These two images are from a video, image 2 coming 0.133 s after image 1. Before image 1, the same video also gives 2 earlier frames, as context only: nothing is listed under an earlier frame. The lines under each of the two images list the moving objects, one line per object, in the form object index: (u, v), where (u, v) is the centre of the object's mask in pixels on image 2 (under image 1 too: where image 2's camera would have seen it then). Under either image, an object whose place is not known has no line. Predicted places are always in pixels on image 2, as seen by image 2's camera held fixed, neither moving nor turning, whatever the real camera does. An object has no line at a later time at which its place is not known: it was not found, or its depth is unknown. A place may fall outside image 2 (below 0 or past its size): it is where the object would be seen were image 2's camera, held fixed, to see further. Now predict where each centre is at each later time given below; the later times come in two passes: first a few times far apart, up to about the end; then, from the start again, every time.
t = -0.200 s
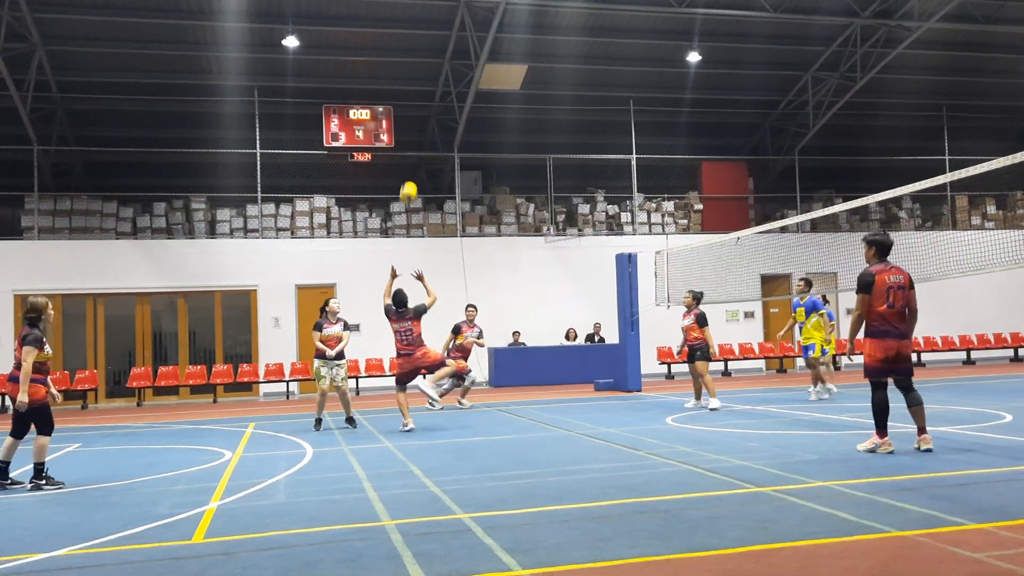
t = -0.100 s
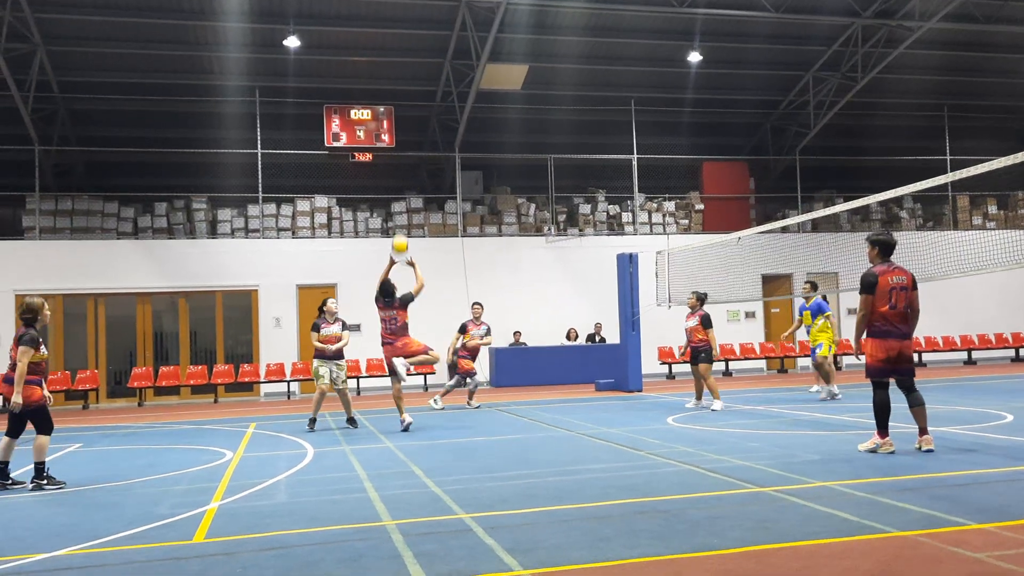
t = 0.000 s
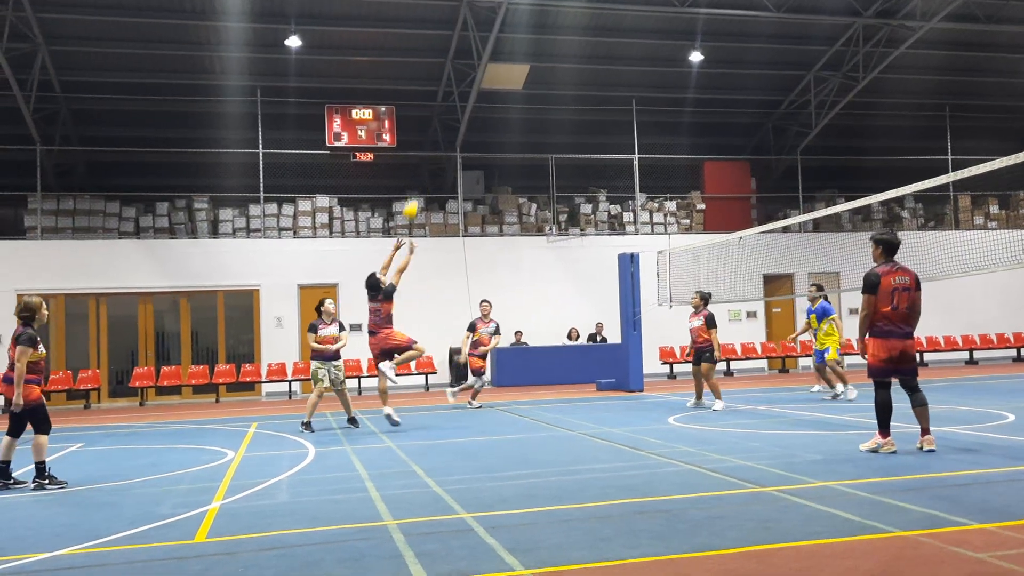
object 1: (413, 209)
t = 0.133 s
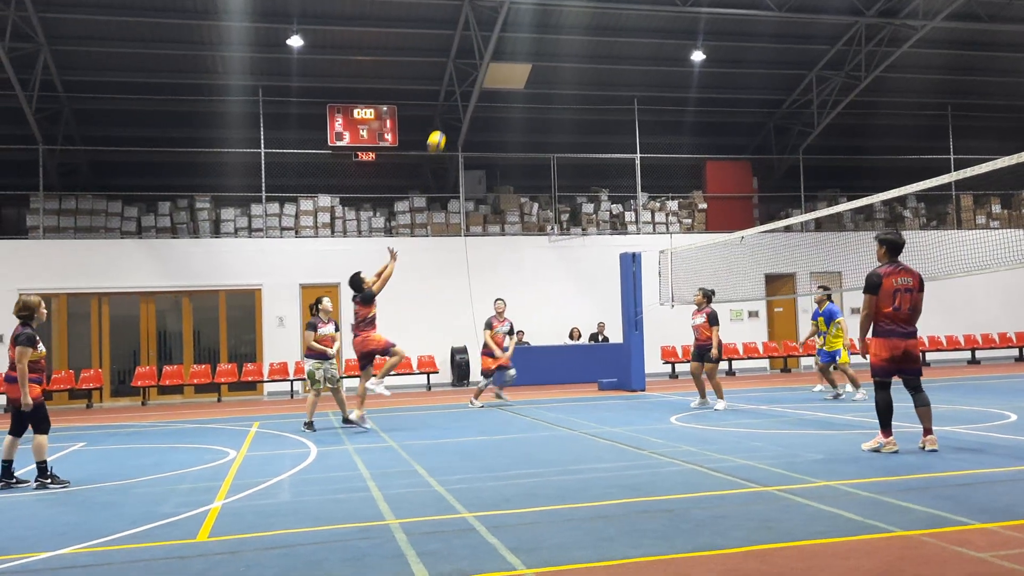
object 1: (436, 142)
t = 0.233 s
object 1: (453, 102)
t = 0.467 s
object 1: (491, 44)
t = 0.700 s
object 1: (529, 30)
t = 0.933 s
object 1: (564, 55)
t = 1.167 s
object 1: (599, 117)
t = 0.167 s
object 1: (442, 128)
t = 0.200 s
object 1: (447, 114)
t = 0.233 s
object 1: (453, 102)
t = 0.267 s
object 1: (459, 91)
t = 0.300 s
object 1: (464, 81)
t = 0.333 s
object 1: (470, 71)
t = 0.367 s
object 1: (475, 62)
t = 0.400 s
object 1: (480, 55)
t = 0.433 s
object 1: (486, 49)
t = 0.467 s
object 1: (491, 44)
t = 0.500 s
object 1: (497, 40)
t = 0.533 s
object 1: (502, 36)
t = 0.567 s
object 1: (508, 33)
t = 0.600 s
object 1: (513, 31)
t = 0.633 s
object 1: (518, 30)
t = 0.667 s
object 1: (523, 30)
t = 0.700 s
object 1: (529, 30)
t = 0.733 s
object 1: (534, 32)
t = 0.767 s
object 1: (539, 34)
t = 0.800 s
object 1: (544, 36)
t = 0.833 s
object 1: (549, 40)
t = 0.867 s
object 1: (554, 44)
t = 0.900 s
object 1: (559, 50)
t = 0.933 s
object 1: (564, 55)
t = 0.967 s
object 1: (569, 62)
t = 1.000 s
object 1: (574, 70)
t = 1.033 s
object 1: (579, 78)
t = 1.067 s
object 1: (584, 87)
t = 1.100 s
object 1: (589, 96)
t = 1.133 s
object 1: (594, 106)
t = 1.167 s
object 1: (599, 117)
